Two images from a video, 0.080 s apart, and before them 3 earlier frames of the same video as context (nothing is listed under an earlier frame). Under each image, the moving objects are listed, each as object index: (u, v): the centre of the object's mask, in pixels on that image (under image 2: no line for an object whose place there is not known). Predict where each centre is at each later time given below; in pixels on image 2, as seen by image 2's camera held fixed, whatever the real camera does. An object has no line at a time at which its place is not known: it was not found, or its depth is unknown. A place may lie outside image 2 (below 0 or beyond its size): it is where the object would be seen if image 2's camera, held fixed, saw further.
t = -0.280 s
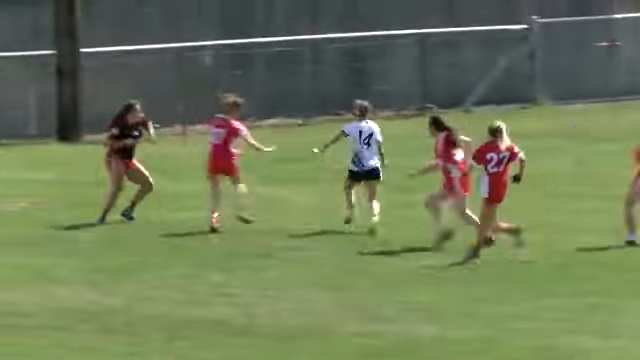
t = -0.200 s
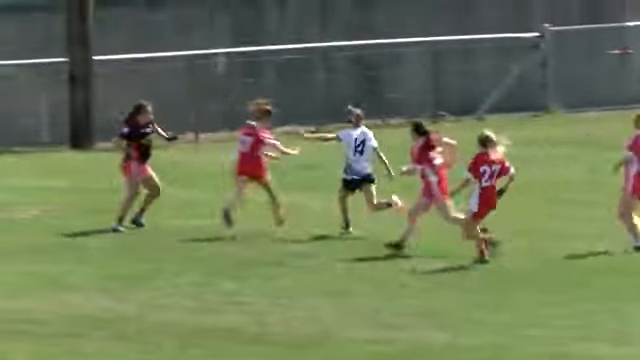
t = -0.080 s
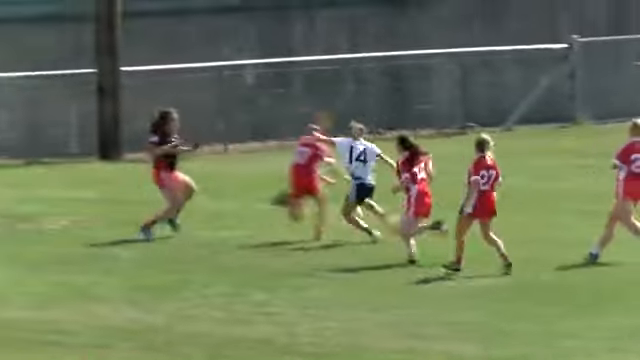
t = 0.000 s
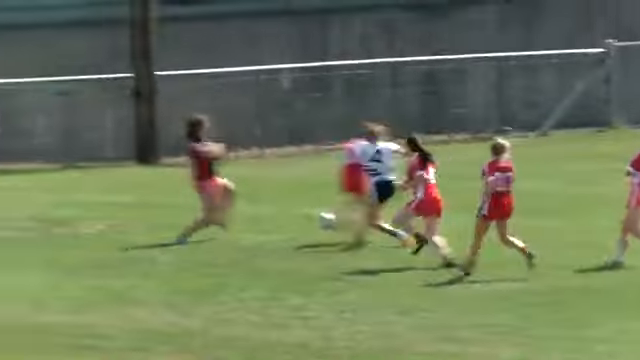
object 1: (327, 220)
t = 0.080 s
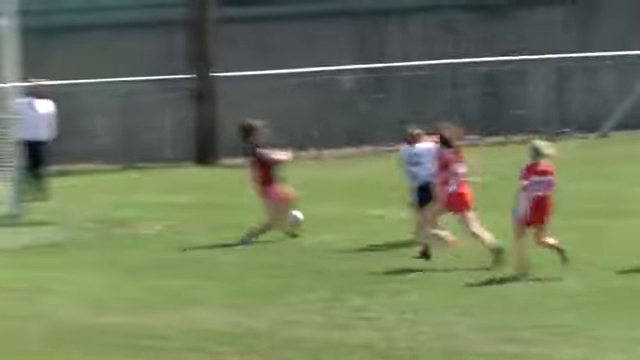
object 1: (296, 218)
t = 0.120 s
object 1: (250, 217)
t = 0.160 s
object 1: (206, 220)
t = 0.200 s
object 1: (163, 224)
